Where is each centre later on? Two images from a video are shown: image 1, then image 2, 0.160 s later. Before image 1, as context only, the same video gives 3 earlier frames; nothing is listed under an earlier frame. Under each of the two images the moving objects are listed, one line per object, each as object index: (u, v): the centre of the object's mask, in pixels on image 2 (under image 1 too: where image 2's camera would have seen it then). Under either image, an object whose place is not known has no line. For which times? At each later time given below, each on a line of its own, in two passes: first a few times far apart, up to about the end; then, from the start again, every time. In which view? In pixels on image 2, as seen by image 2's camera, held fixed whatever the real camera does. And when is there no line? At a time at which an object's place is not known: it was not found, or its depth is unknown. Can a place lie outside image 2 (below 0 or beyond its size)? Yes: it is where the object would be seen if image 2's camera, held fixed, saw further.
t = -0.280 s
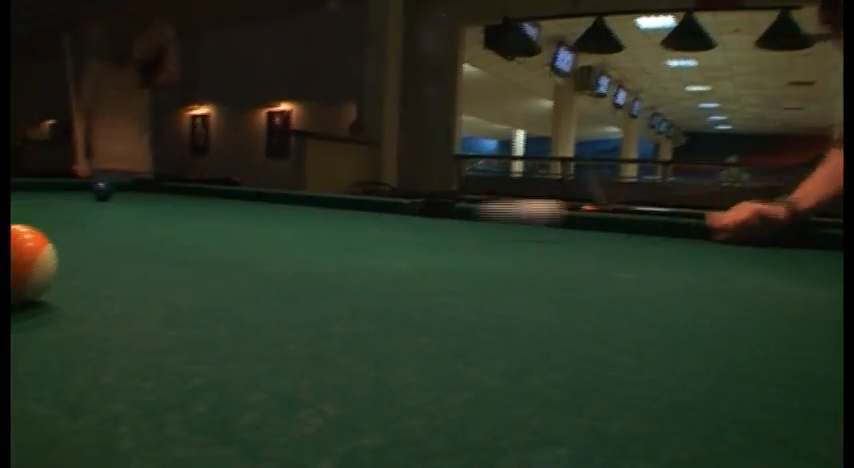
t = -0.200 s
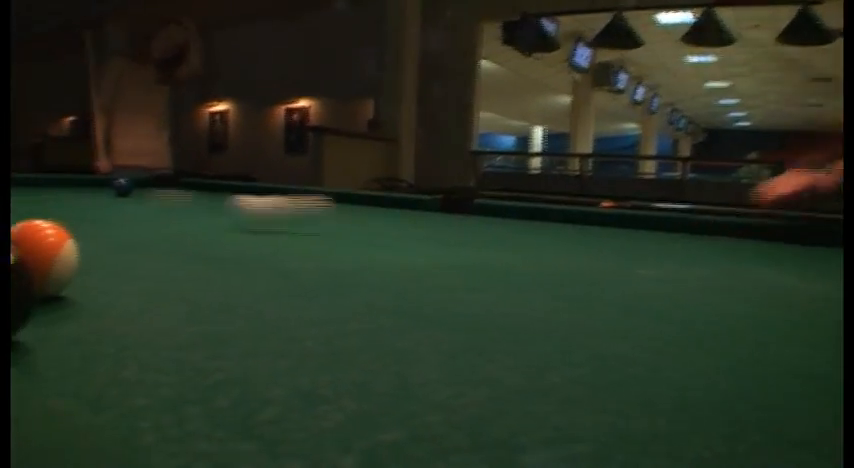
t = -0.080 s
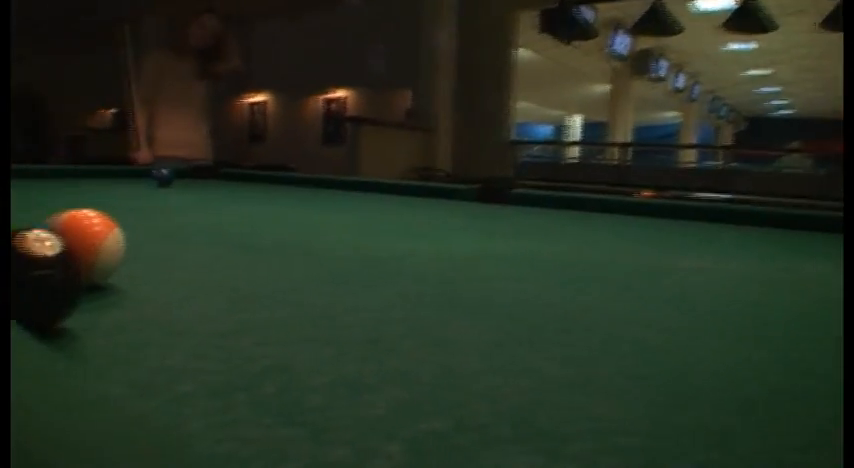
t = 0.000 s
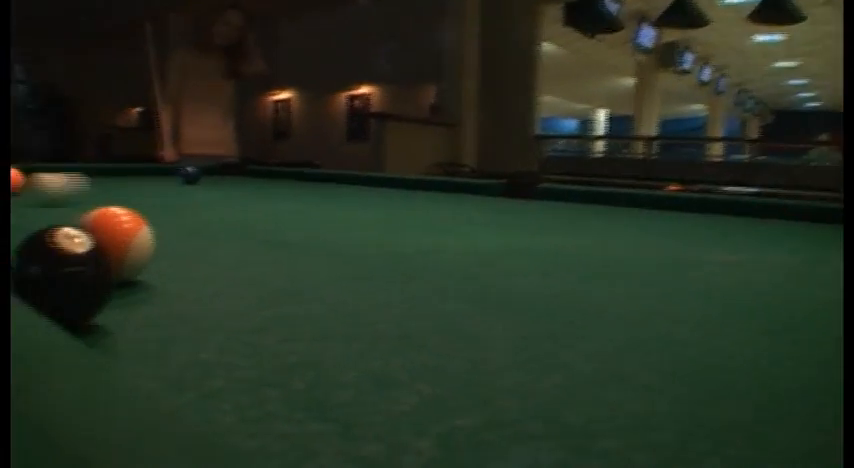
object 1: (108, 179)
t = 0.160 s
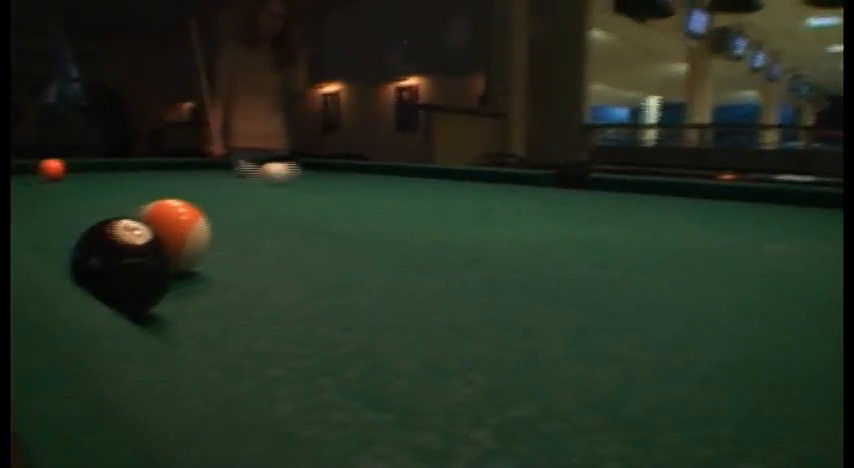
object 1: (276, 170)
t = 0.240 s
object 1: (326, 169)
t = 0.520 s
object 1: (370, 167)
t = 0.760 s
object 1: (290, 169)
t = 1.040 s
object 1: (167, 172)
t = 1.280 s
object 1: (156, 172)
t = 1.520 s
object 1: (149, 173)
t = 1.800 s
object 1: (147, 173)
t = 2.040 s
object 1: (148, 173)
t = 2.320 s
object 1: (148, 173)
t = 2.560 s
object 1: (148, 173)
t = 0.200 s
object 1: (297, 170)
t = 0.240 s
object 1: (326, 169)
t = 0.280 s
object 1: (355, 167)
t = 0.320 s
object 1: (379, 166)
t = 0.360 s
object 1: (395, 166)
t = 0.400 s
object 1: (406, 167)
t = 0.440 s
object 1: (394, 167)
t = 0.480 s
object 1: (385, 167)
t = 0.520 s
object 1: (370, 167)
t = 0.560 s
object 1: (357, 167)
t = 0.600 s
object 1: (346, 168)
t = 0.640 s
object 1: (332, 168)
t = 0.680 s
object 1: (317, 168)
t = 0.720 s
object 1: (302, 168)
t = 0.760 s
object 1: (290, 169)
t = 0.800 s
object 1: (271, 169)
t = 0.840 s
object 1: (255, 169)
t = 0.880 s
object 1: (242, 169)
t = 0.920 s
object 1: (222, 171)
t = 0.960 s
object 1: (204, 170)
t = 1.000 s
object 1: (188, 172)
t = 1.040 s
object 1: (167, 172)
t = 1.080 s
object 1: (165, 172)
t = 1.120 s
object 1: (163, 172)
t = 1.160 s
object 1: (162, 173)
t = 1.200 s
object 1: (159, 172)
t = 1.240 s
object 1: (158, 172)
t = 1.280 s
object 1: (156, 172)
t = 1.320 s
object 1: (154, 172)
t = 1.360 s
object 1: (153, 172)
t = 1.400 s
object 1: (152, 173)
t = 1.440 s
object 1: (151, 173)
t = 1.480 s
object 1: (150, 173)
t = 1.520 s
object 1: (149, 173)
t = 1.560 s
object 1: (149, 173)
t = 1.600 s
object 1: (148, 173)
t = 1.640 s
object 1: (147, 173)
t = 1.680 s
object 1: (147, 173)
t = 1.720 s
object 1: (147, 173)
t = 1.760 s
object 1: (147, 173)
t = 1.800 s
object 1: (147, 173)
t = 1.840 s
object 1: (147, 173)
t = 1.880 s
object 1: (147, 173)
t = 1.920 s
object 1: (148, 173)
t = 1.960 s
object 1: (148, 173)
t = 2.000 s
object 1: (148, 173)
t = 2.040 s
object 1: (148, 173)
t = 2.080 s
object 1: (148, 173)
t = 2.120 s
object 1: (148, 173)
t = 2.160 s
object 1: (149, 171)
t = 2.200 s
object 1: (148, 171)
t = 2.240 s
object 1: (148, 171)
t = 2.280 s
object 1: (148, 172)
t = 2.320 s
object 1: (148, 173)
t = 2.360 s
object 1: (148, 172)
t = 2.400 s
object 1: (148, 173)
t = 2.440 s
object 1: (148, 172)
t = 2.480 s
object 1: (148, 173)
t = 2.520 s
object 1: (148, 173)
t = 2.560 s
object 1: (148, 173)
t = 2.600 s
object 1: (148, 173)
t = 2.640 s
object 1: (148, 173)
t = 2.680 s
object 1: (148, 173)
